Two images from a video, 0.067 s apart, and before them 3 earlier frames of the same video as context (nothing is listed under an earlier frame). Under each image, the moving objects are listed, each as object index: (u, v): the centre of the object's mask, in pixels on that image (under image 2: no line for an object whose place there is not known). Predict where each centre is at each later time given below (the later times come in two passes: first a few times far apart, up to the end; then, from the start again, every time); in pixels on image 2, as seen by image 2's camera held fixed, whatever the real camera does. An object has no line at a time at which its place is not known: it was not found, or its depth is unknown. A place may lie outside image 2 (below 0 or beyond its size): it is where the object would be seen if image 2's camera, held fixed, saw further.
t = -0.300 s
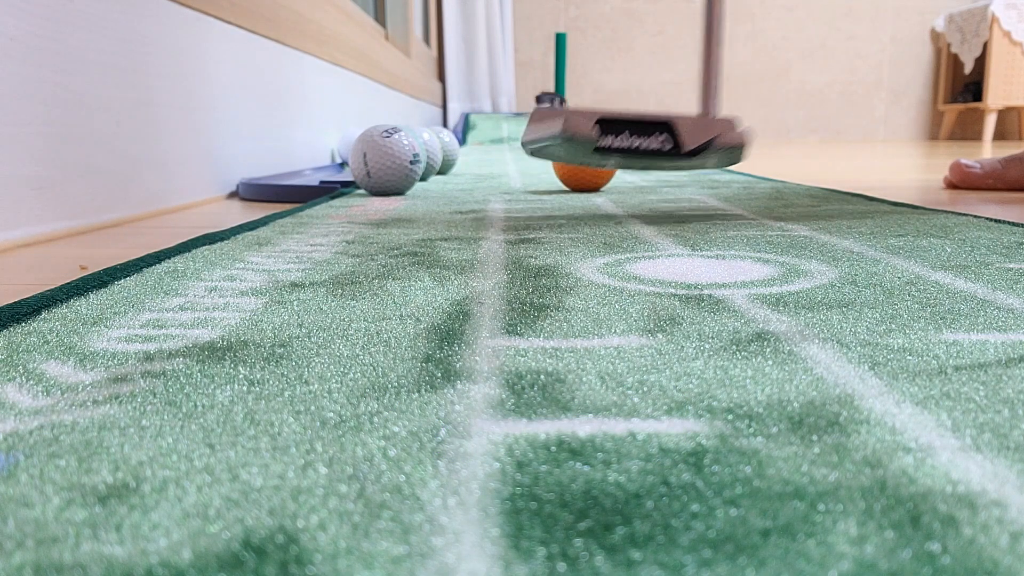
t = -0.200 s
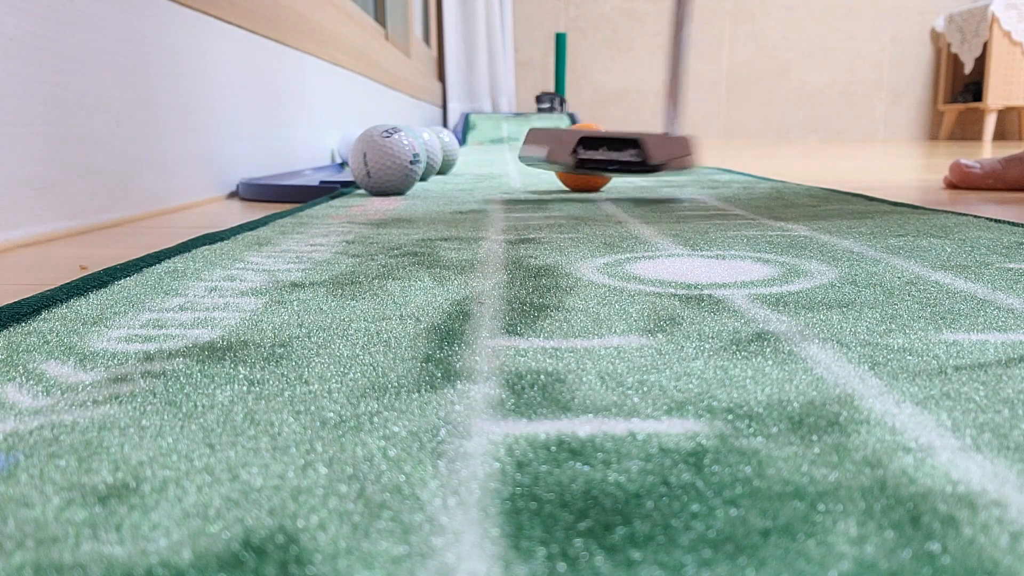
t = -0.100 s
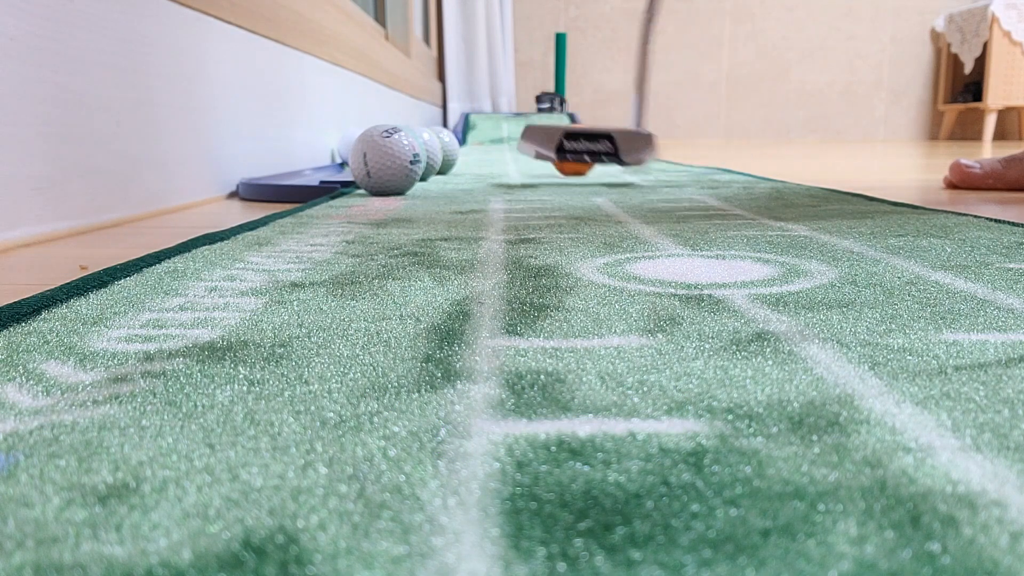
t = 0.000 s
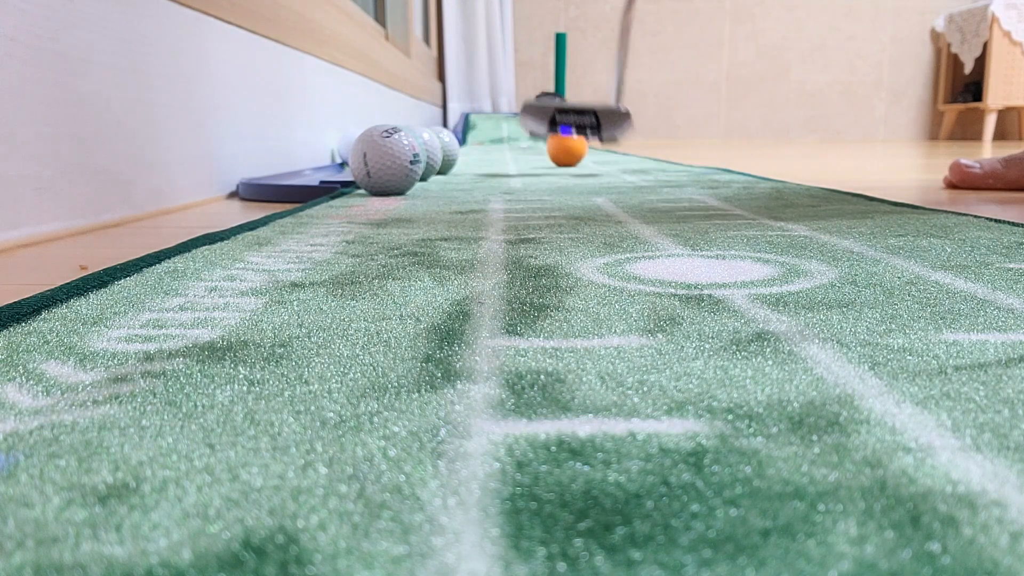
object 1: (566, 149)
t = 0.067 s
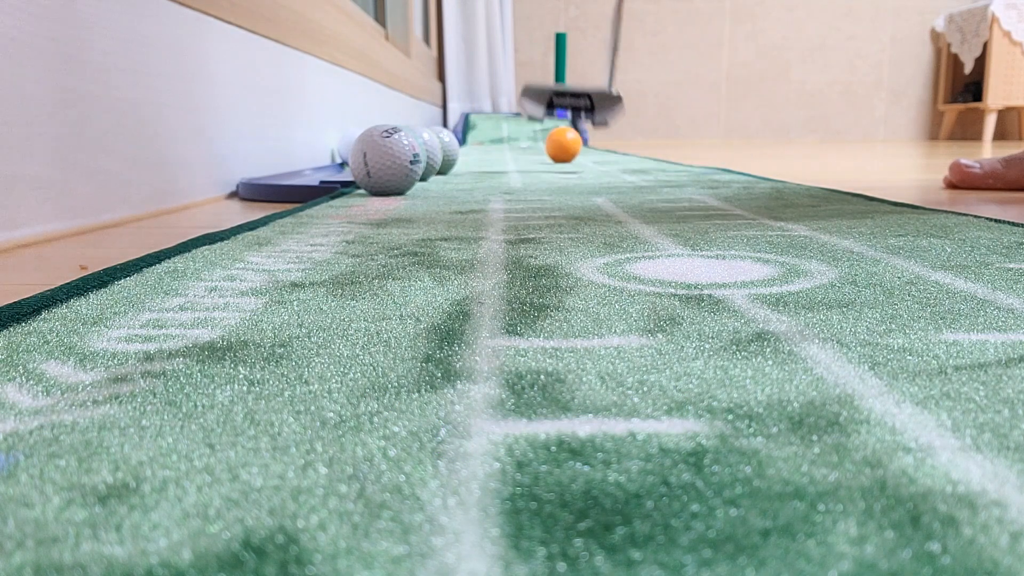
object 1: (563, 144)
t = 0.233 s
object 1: (555, 141)
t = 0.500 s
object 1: (543, 139)
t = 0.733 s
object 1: (536, 138)
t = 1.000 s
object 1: (527, 122)
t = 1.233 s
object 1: (523, 110)
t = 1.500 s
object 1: (519, 115)
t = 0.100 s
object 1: (561, 143)
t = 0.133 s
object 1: (560, 143)
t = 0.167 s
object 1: (558, 142)
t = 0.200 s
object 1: (556, 141)
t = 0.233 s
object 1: (555, 141)
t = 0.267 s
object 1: (553, 141)
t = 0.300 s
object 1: (551, 141)
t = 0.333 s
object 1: (549, 140)
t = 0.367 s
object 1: (548, 140)
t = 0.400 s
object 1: (547, 140)
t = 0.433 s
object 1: (545, 140)
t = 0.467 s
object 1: (544, 140)
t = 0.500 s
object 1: (543, 139)
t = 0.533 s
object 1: (542, 139)
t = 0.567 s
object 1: (540, 139)
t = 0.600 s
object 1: (540, 139)
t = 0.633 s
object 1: (539, 139)
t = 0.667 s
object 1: (538, 138)
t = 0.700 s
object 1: (537, 138)
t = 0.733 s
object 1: (536, 138)
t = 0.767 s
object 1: (535, 138)
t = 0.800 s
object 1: (534, 138)
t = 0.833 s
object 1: (533, 137)
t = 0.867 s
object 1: (532, 137)
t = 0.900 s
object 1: (531, 130)
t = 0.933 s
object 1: (529, 127)
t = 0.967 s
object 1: (528, 125)
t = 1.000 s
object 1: (527, 122)
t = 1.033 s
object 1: (526, 119)
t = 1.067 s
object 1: (525, 117)
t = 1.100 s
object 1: (525, 115)
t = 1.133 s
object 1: (524, 113)
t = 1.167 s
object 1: (524, 112)
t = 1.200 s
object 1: (523, 111)
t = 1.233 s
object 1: (523, 110)
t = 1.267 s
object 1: (522, 110)
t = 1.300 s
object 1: (522, 109)
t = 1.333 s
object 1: (522, 109)
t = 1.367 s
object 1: (522, 109)
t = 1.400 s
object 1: (521, 112)
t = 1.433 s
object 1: (521, 114)
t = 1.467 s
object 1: (519, 115)
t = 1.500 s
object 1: (519, 115)
